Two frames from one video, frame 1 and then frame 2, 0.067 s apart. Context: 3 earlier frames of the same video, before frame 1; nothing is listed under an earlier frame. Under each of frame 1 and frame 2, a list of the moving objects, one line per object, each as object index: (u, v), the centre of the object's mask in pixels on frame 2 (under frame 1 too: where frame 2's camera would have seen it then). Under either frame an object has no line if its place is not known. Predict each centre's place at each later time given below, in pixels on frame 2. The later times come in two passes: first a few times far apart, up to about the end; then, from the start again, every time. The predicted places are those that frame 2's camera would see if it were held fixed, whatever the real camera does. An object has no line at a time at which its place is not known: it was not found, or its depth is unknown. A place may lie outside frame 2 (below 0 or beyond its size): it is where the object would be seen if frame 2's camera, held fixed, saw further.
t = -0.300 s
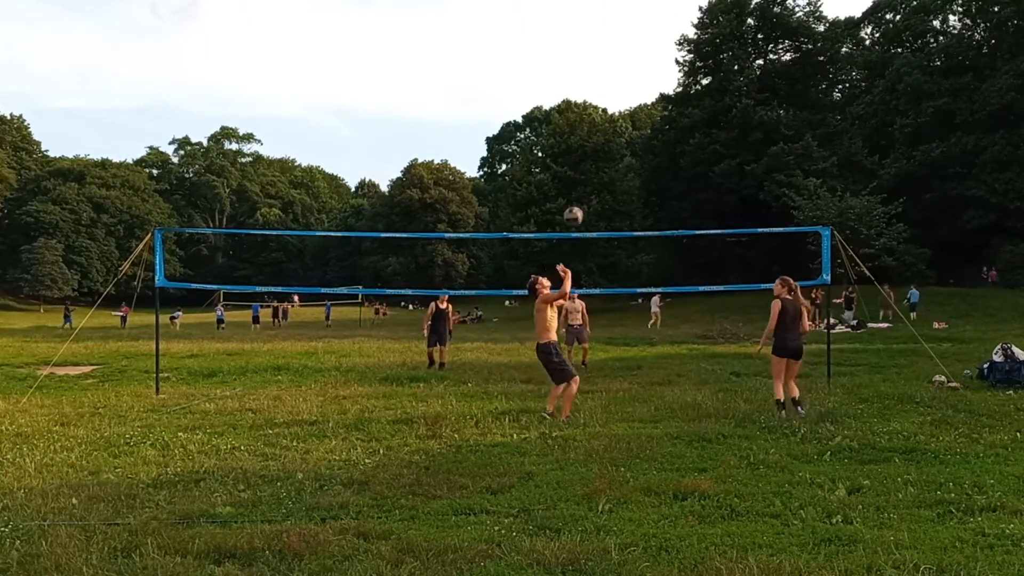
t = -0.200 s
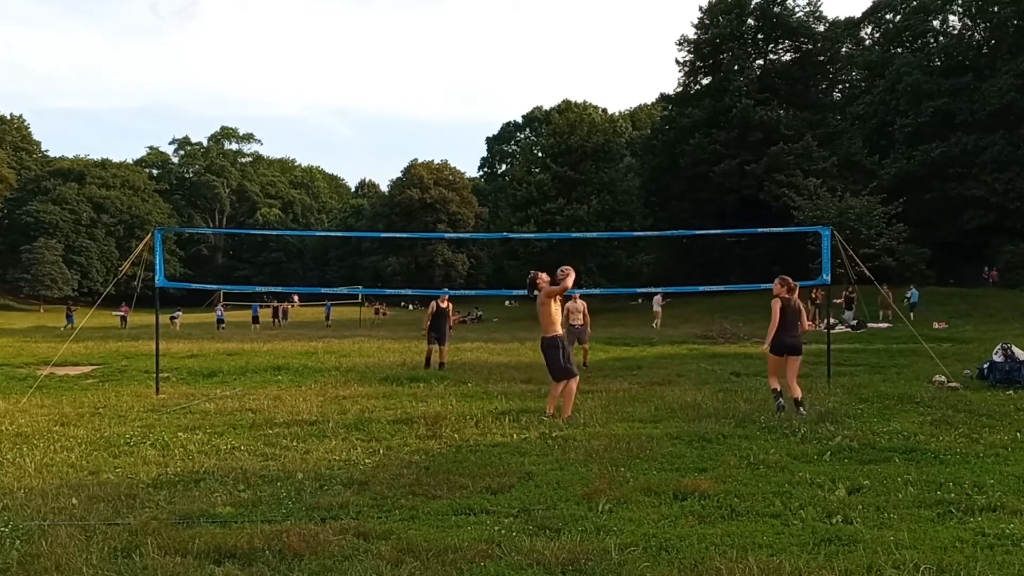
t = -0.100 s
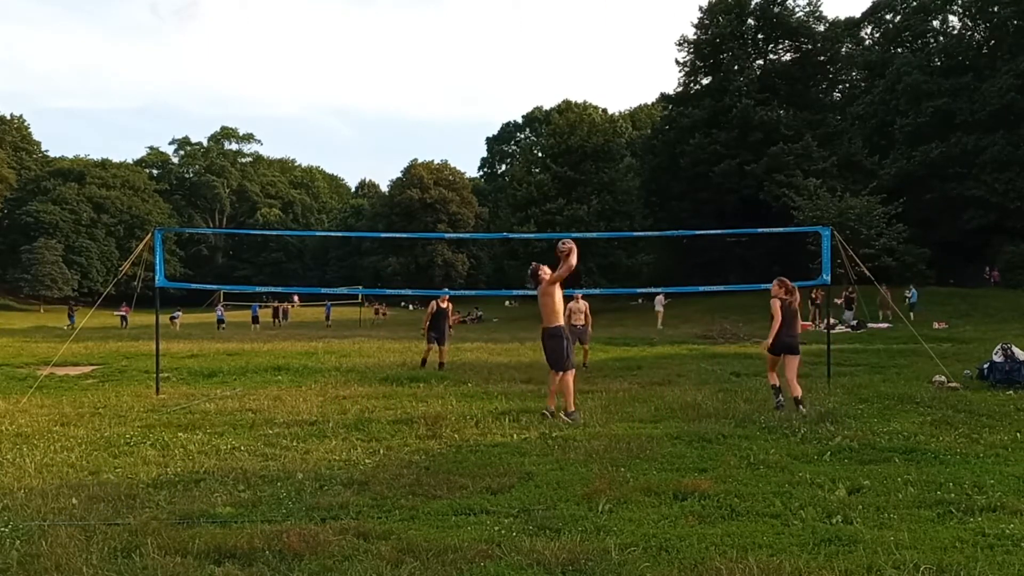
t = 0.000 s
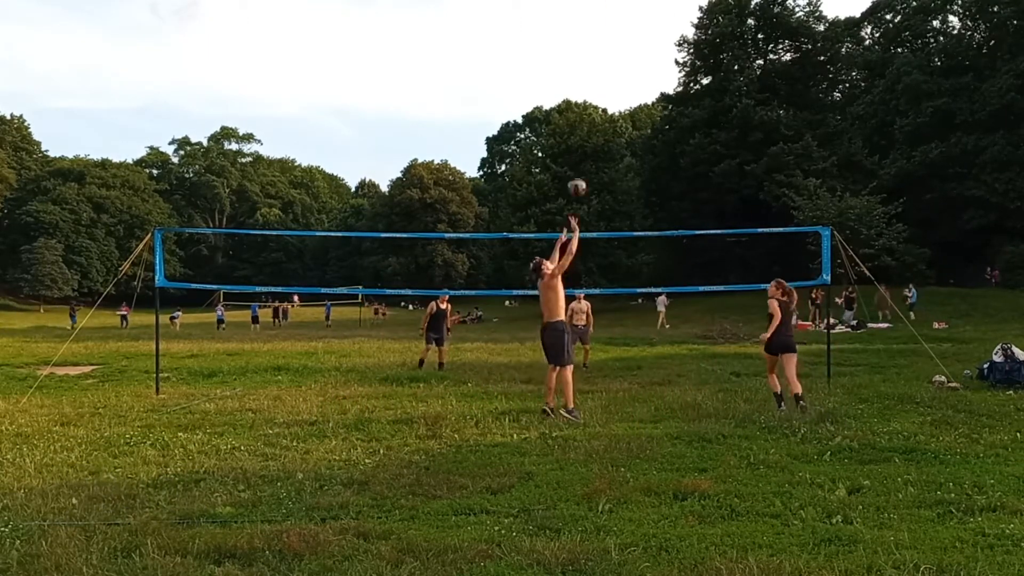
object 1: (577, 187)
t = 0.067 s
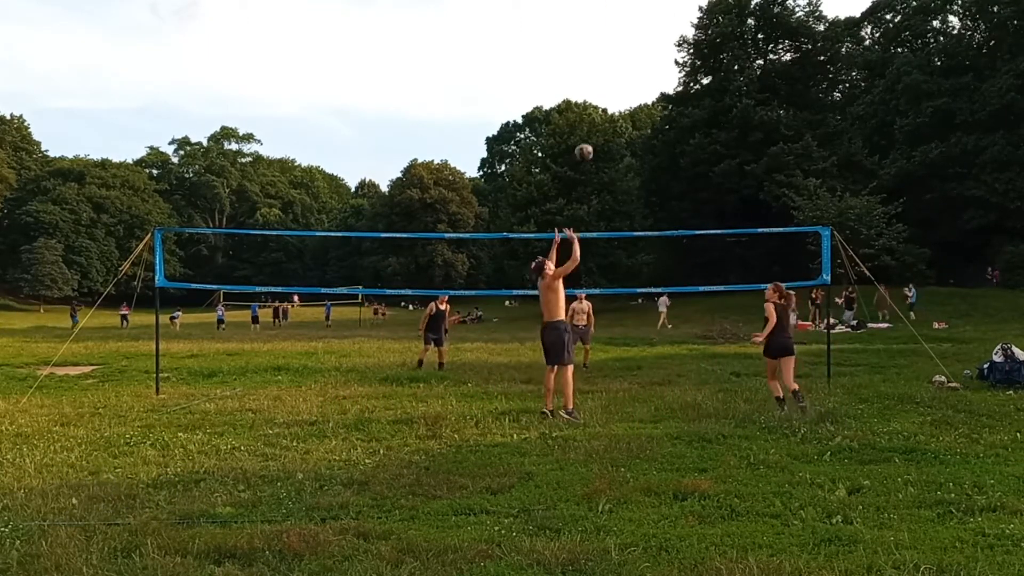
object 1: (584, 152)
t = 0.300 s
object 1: (609, 65)
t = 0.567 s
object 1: (635, 23)
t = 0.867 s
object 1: (661, 41)
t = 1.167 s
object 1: (683, 119)
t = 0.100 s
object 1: (588, 136)
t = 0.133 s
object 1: (593, 120)
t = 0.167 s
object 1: (596, 108)
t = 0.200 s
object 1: (598, 96)
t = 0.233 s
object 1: (602, 85)
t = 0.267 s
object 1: (605, 74)
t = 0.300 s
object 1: (609, 65)
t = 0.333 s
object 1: (612, 56)
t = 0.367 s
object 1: (616, 49)
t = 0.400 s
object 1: (619, 42)
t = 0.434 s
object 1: (622, 36)
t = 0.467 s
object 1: (626, 32)
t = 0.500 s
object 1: (629, 28)
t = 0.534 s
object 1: (632, 25)
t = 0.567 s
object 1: (635, 23)
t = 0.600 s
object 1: (638, 22)
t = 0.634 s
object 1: (641, 22)
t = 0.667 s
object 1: (644, 22)
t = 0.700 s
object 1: (647, 23)
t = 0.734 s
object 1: (649, 25)
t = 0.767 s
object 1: (652, 28)
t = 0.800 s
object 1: (655, 32)
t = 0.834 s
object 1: (658, 37)
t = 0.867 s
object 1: (661, 41)
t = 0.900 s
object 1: (663, 47)
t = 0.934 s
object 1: (666, 54)
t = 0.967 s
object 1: (668, 61)
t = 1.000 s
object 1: (671, 69)
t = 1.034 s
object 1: (673, 79)
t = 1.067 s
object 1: (675, 87)
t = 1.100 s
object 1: (679, 96)
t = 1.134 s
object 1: (681, 107)
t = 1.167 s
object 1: (683, 119)
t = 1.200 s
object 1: (685, 130)
